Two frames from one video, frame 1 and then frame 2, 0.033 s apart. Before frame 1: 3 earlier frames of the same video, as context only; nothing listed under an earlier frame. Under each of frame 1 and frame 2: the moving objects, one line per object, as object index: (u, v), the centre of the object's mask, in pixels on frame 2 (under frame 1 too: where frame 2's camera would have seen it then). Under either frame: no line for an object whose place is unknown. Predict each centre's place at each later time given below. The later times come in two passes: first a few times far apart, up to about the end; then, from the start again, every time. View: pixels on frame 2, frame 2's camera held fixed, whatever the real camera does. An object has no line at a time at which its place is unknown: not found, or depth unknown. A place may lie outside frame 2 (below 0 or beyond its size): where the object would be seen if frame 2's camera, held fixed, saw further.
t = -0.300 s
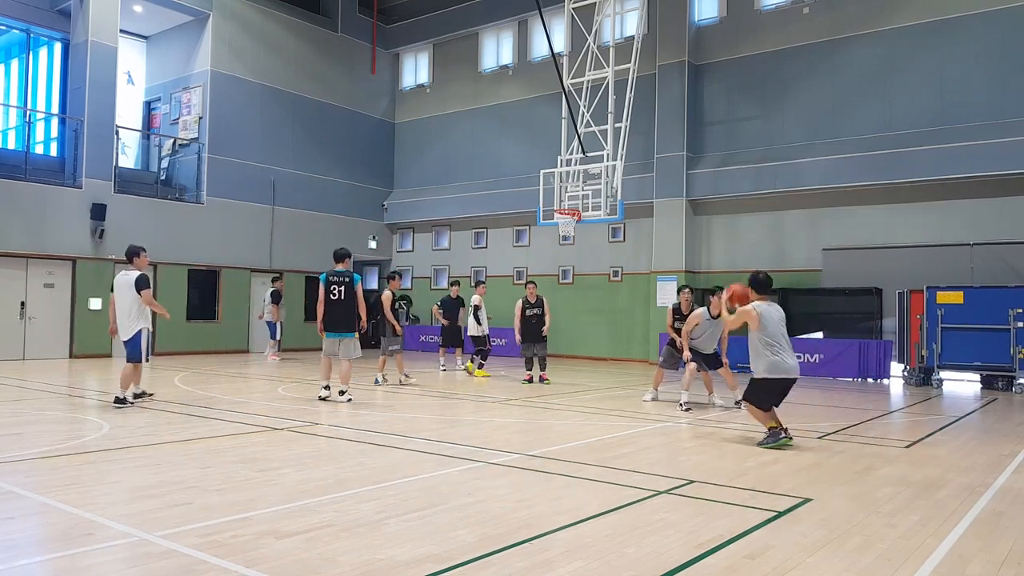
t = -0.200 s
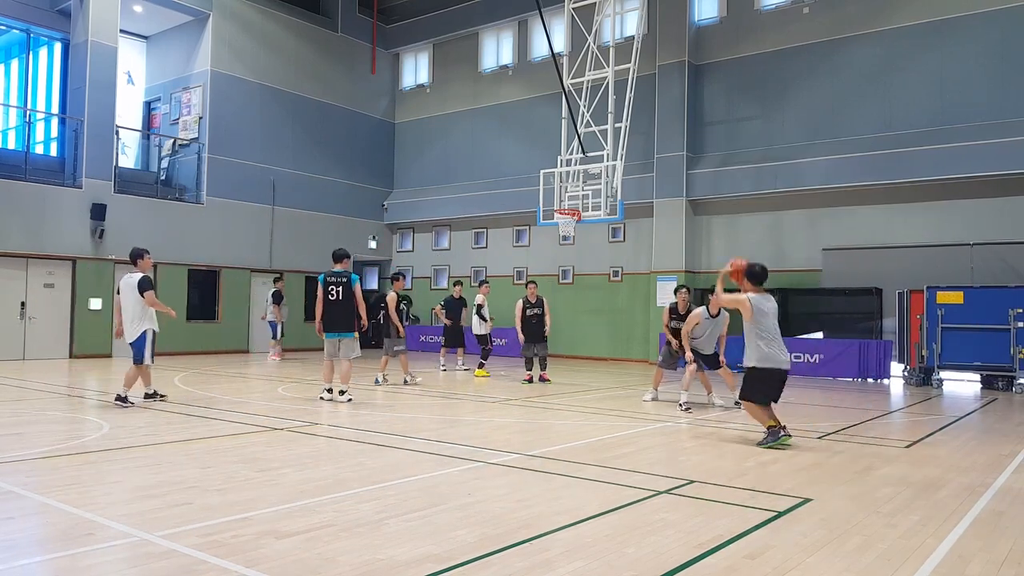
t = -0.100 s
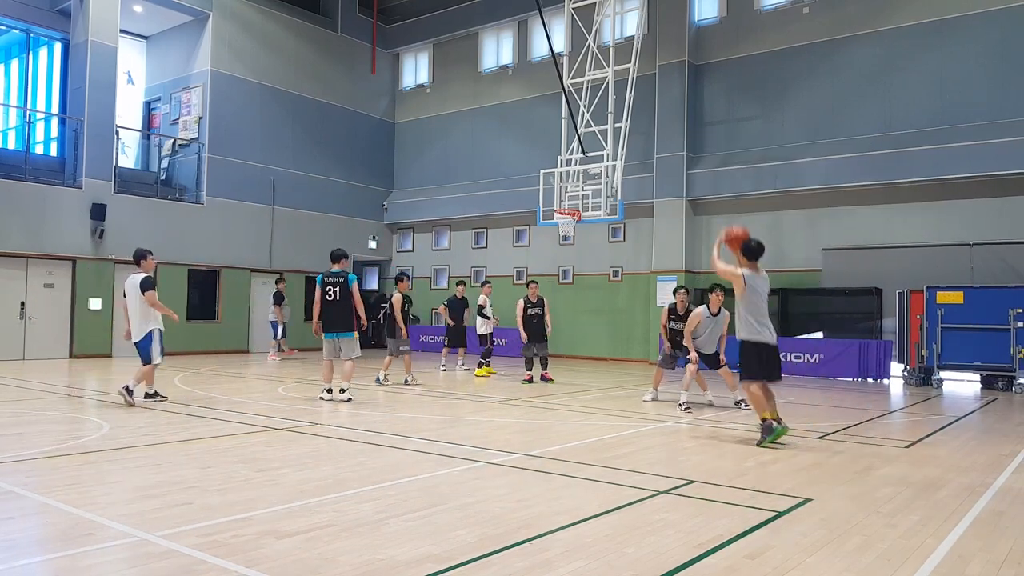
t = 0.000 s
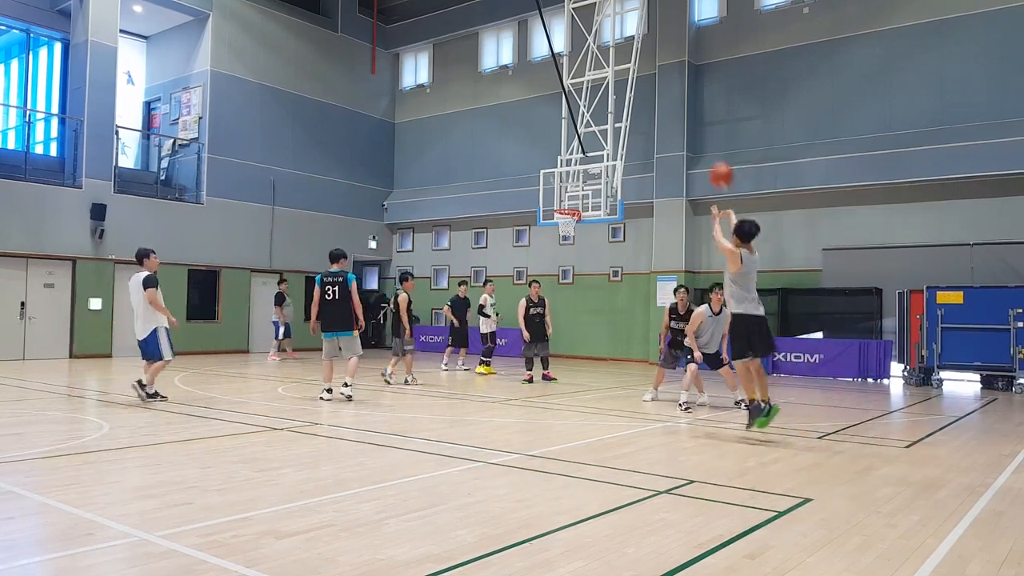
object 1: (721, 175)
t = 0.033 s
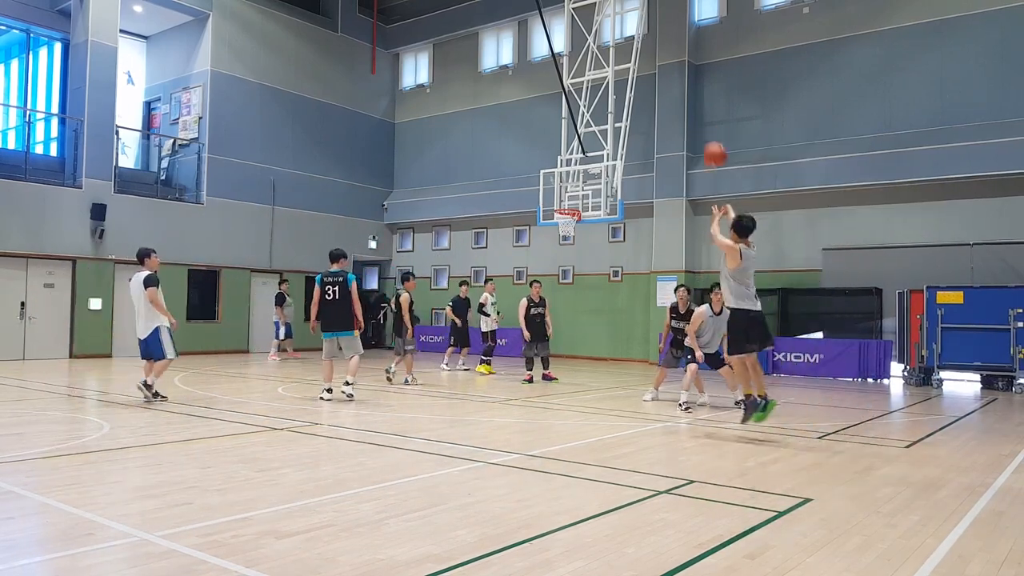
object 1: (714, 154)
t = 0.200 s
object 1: (686, 83)
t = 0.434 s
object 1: (653, 38)
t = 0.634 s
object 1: (630, 36)
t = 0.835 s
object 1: (611, 59)
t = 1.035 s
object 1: (594, 102)
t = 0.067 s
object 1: (708, 137)
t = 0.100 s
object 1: (702, 122)
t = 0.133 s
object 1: (697, 107)
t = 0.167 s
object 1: (692, 95)
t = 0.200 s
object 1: (686, 83)
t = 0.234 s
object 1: (680, 73)
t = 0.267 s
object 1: (675, 65)
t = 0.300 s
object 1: (670, 57)
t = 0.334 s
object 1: (666, 51)
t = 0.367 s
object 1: (661, 46)
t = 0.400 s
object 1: (657, 41)
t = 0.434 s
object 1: (653, 38)
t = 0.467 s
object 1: (649, 35)
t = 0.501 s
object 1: (645, 34)
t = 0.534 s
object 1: (642, 33)
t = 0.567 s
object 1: (638, 33)
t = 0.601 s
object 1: (634, 34)
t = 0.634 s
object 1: (630, 36)
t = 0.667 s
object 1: (627, 39)
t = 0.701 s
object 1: (624, 42)
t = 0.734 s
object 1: (620, 45)
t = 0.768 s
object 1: (617, 50)
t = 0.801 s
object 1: (614, 54)
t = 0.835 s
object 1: (611, 59)
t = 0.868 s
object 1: (608, 65)
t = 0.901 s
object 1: (605, 71)
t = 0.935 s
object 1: (602, 79)
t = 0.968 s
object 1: (600, 86)
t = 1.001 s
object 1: (597, 94)
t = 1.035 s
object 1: (594, 102)
